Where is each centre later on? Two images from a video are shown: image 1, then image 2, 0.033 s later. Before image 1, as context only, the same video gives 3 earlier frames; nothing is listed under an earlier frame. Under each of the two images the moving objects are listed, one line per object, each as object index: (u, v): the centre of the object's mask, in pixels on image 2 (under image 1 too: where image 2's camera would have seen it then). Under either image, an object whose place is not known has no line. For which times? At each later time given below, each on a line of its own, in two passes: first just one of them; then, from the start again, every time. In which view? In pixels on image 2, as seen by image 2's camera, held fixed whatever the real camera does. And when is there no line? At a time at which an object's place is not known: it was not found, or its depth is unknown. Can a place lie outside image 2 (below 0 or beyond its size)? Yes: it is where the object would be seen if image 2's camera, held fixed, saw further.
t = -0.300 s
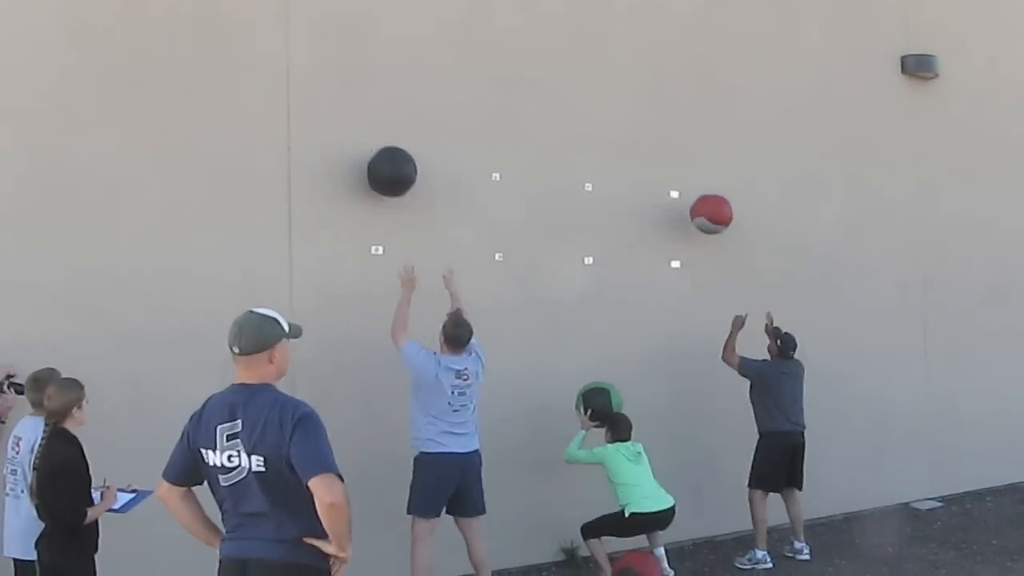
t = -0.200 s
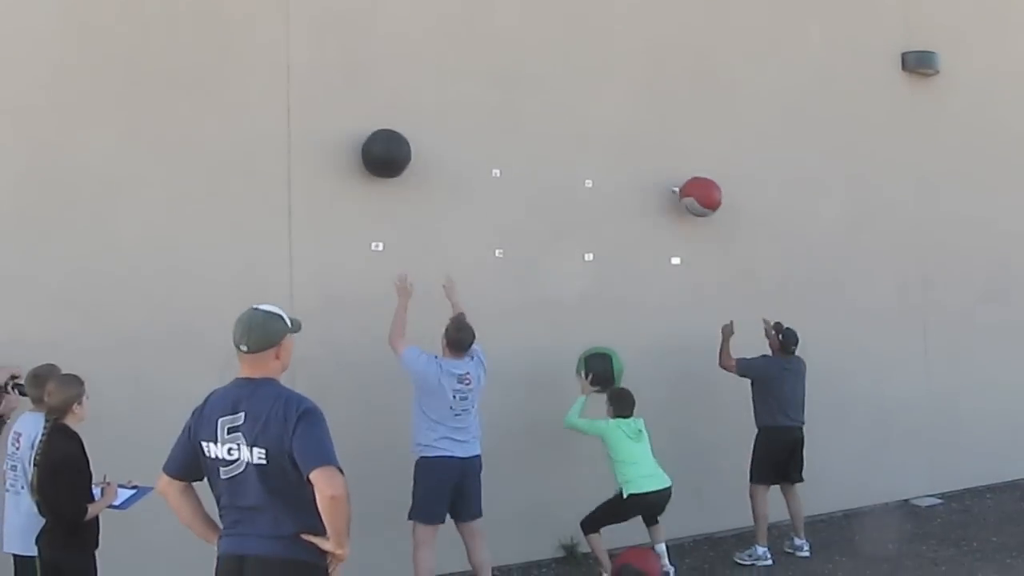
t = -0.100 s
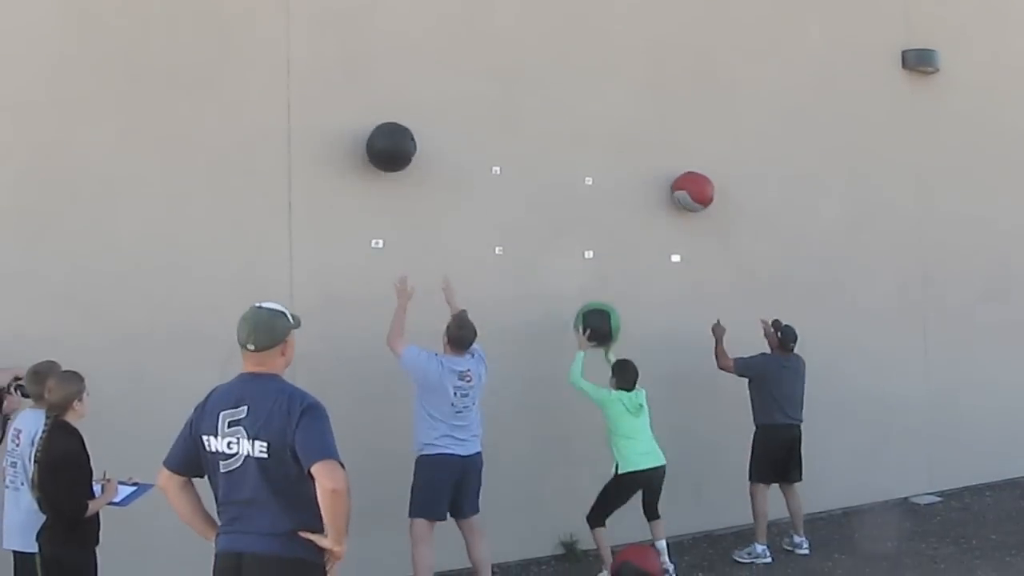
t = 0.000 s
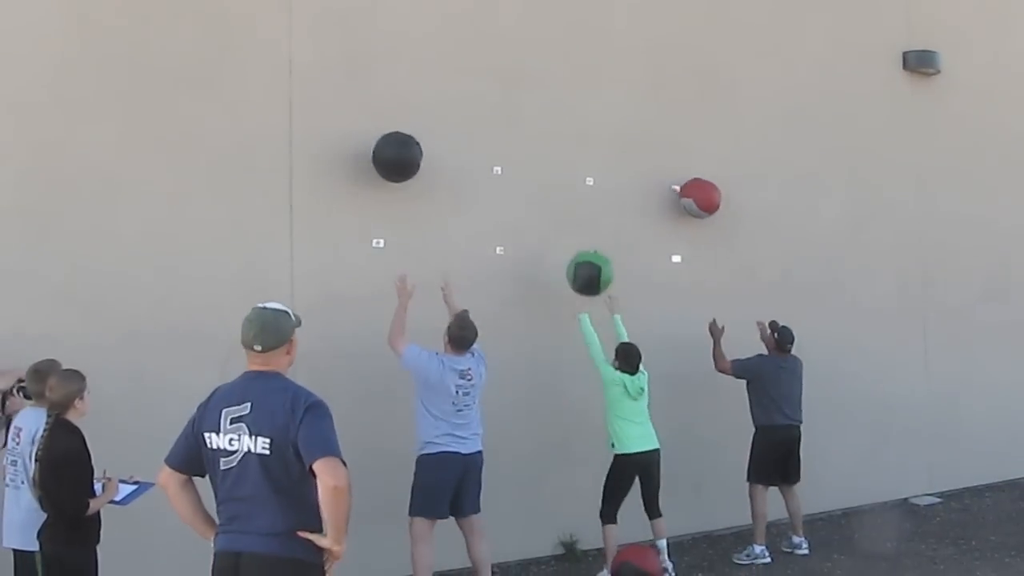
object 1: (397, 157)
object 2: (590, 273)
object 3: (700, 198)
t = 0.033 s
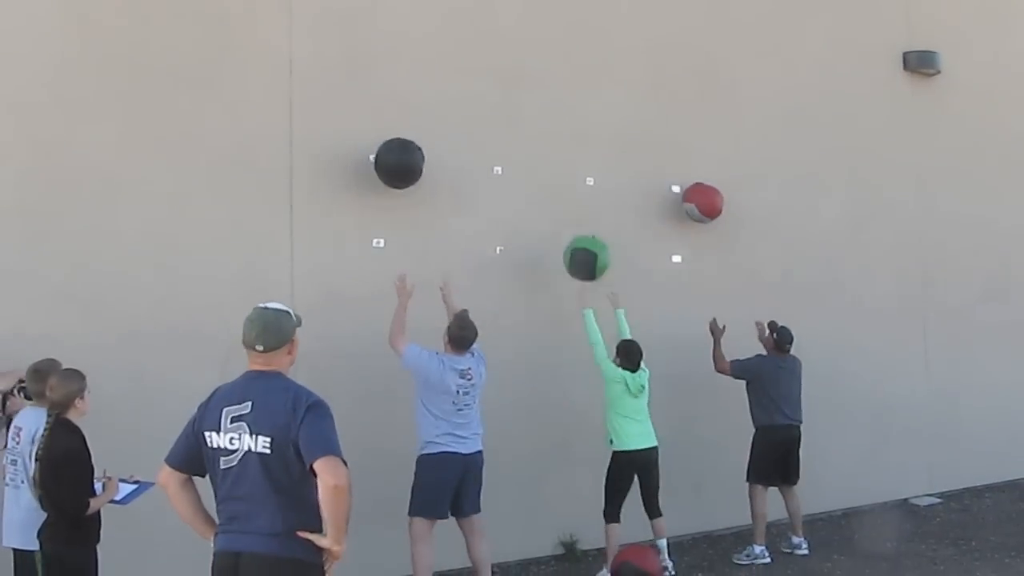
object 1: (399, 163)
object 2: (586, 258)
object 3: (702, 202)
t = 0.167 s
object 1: (407, 204)
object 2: (574, 212)
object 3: (710, 233)
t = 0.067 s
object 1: (401, 171)
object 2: (583, 244)
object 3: (704, 208)
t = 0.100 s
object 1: (403, 180)
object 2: (580, 232)
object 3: (706, 215)
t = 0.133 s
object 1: (405, 191)
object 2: (577, 222)
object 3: (708, 224)
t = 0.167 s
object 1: (407, 204)
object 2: (574, 212)
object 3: (710, 233)
